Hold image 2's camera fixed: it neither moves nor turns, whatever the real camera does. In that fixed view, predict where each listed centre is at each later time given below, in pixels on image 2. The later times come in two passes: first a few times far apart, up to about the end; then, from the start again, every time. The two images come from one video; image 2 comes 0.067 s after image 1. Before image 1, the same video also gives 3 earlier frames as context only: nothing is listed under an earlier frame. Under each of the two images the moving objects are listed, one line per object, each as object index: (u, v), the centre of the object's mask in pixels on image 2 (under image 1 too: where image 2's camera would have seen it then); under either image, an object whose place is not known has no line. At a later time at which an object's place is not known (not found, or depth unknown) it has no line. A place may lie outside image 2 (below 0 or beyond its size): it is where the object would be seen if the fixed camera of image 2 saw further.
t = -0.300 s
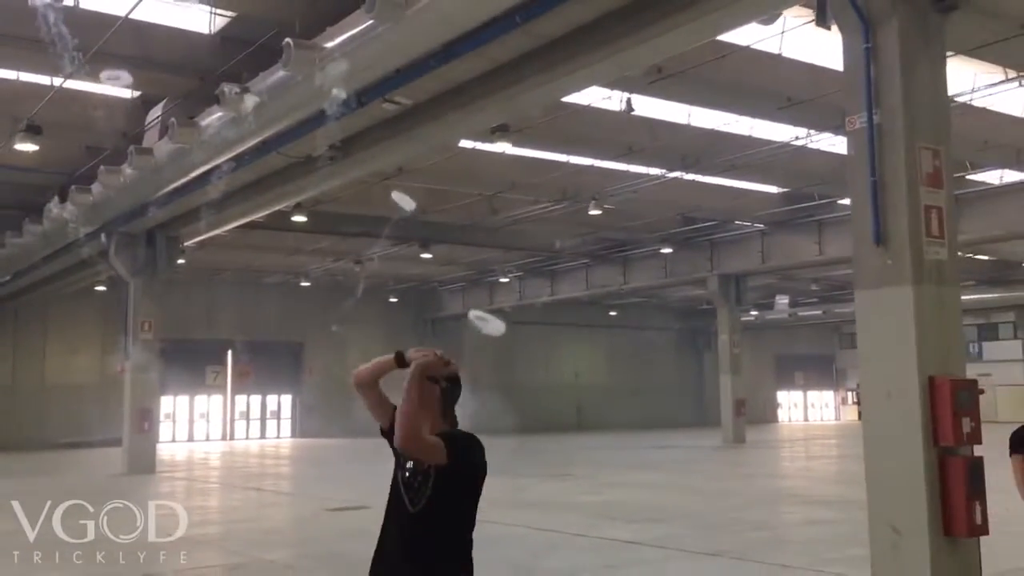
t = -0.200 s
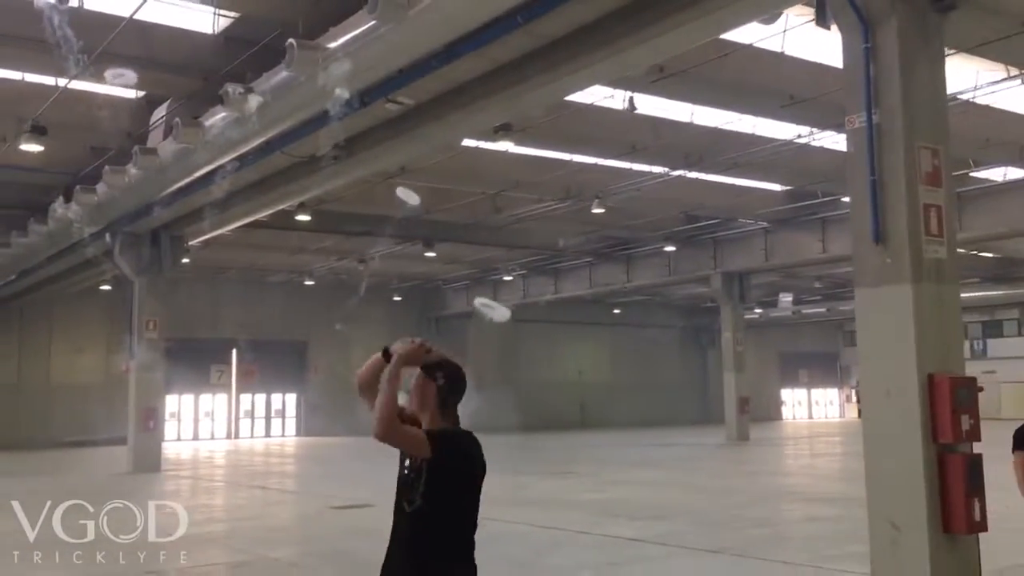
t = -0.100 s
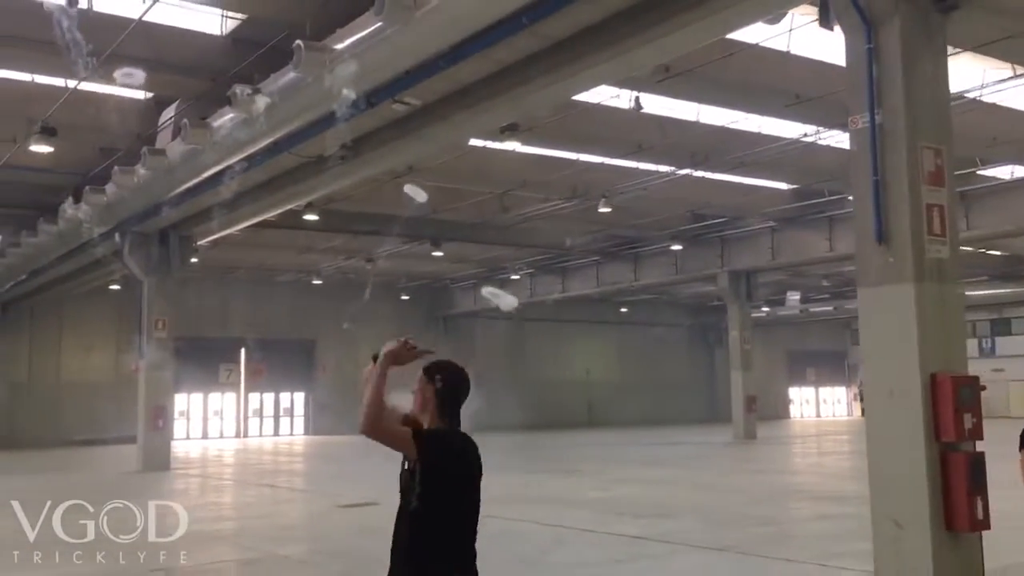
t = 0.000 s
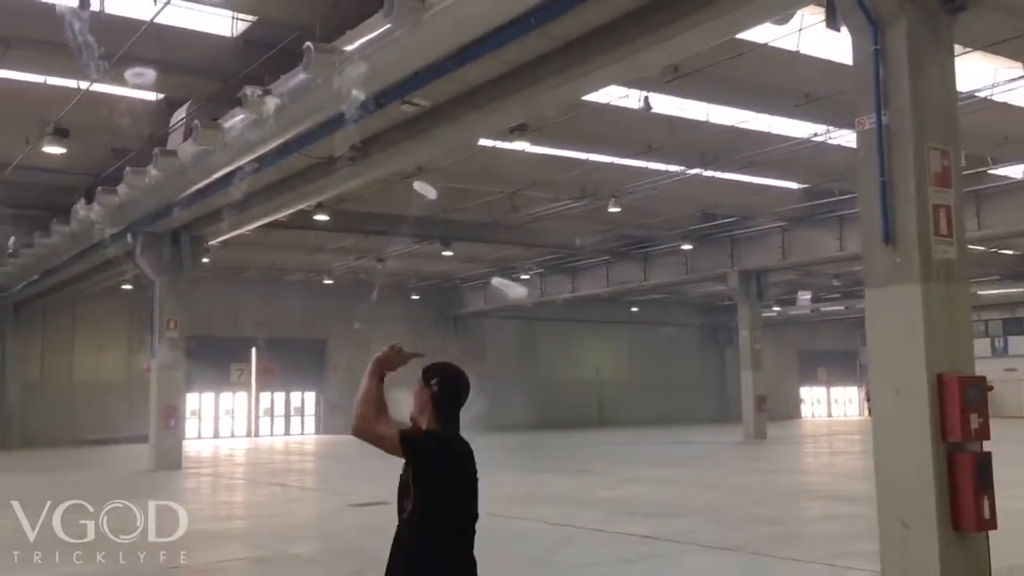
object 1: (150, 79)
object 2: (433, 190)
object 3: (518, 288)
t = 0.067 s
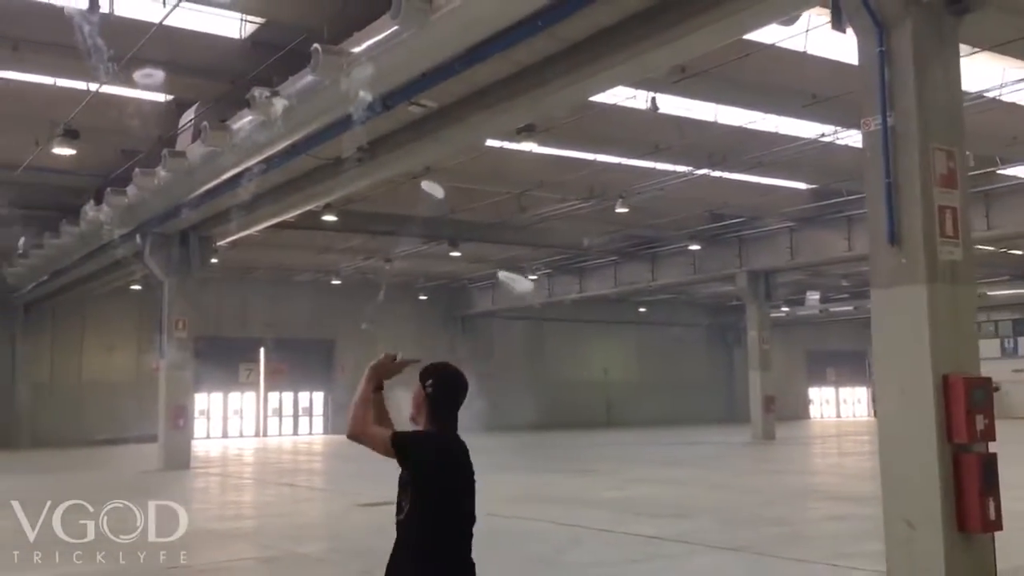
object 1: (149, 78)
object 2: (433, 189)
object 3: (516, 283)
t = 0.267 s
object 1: (145, 72)
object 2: (430, 182)
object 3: (510, 264)
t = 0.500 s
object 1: (140, 69)
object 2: (426, 175)
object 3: (501, 243)
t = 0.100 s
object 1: (149, 77)
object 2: (432, 188)
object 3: (515, 279)
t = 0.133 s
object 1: (148, 76)
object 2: (432, 186)
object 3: (514, 276)
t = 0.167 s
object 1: (147, 75)
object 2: (431, 185)
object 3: (512, 273)
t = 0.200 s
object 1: (147, 74)
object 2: (431, 184)
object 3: (512, 270)
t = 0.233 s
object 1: (146, 73)
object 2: (430, 183)
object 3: (512, 267)
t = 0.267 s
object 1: (145, 72)
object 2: (430, 182)
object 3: (510, 264)
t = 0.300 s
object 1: (144, 72)
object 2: (429, 181)
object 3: (508, 260)
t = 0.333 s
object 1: (143, 71)
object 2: (429, 180)
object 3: (507, 256)
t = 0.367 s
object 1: (143, 70)
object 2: (428, 179)
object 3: (506, 254)
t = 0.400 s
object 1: (142, 70)
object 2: (428, 178)
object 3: (504, 251)
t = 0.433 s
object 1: (141, 70)
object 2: (427, 177)
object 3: (503, 248)
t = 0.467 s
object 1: (140, 69)
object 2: (427, 176)
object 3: (502, 245)
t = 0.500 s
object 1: (140, 69)
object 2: (426, 175)
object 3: (501, 243)
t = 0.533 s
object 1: (139, 68)
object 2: (426, 174)
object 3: (500, 240)
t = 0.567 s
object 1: (138, 68)
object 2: (426, 174)
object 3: (498, 237)
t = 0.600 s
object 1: (138, 67)
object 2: (426, 173)
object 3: (498, 234)
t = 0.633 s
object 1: (137, 66)
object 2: (425, 172)
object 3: (497, 232)
